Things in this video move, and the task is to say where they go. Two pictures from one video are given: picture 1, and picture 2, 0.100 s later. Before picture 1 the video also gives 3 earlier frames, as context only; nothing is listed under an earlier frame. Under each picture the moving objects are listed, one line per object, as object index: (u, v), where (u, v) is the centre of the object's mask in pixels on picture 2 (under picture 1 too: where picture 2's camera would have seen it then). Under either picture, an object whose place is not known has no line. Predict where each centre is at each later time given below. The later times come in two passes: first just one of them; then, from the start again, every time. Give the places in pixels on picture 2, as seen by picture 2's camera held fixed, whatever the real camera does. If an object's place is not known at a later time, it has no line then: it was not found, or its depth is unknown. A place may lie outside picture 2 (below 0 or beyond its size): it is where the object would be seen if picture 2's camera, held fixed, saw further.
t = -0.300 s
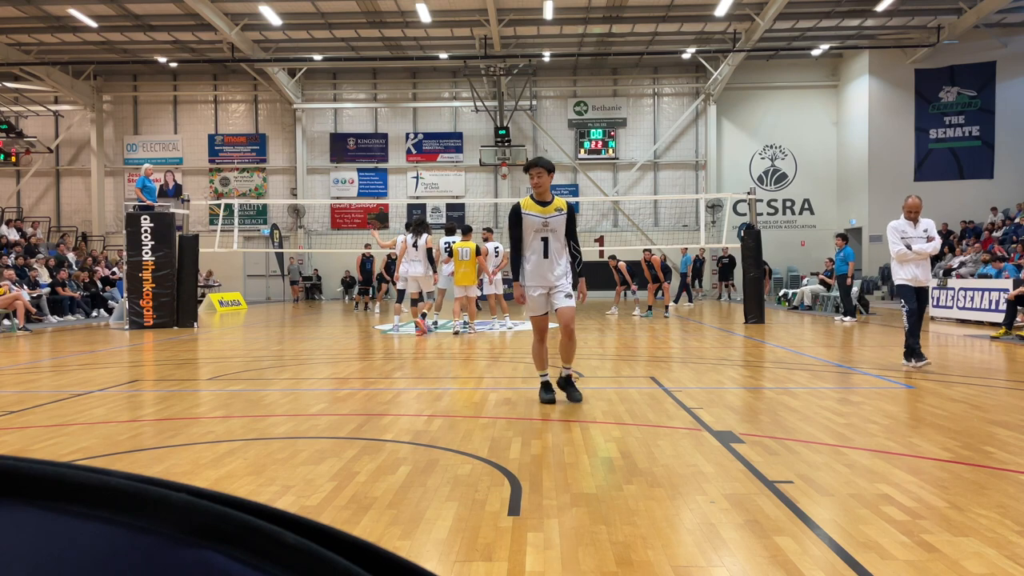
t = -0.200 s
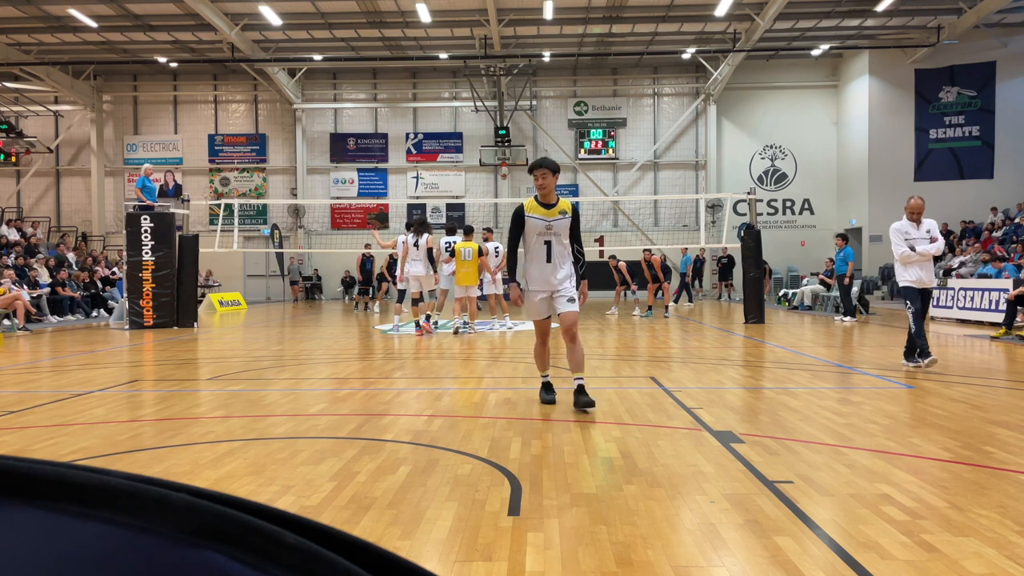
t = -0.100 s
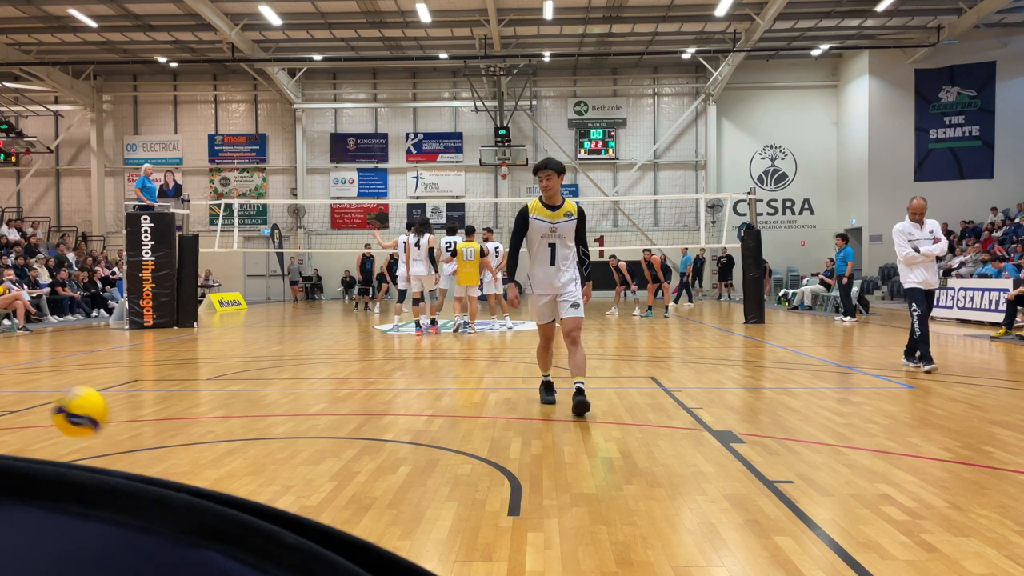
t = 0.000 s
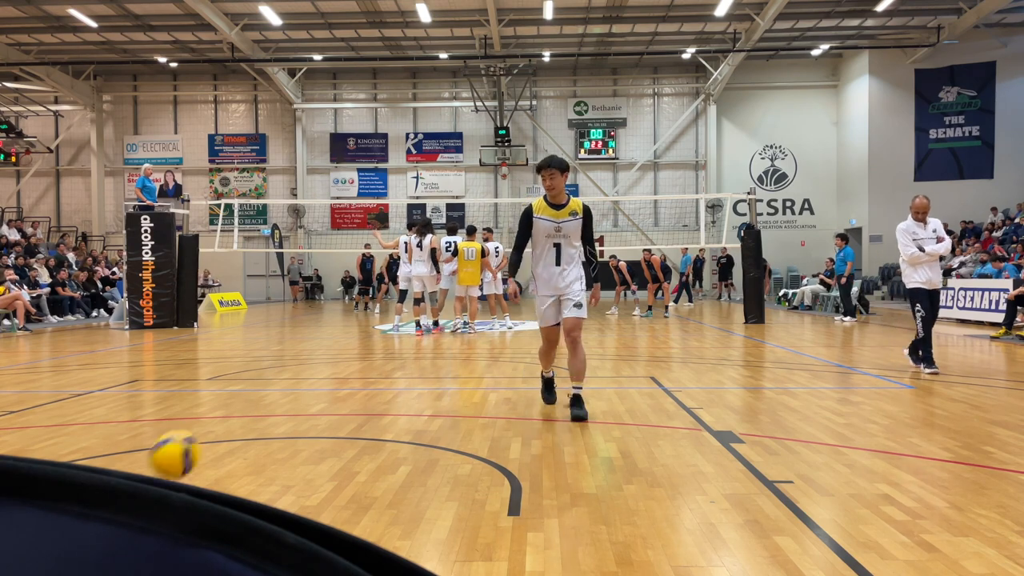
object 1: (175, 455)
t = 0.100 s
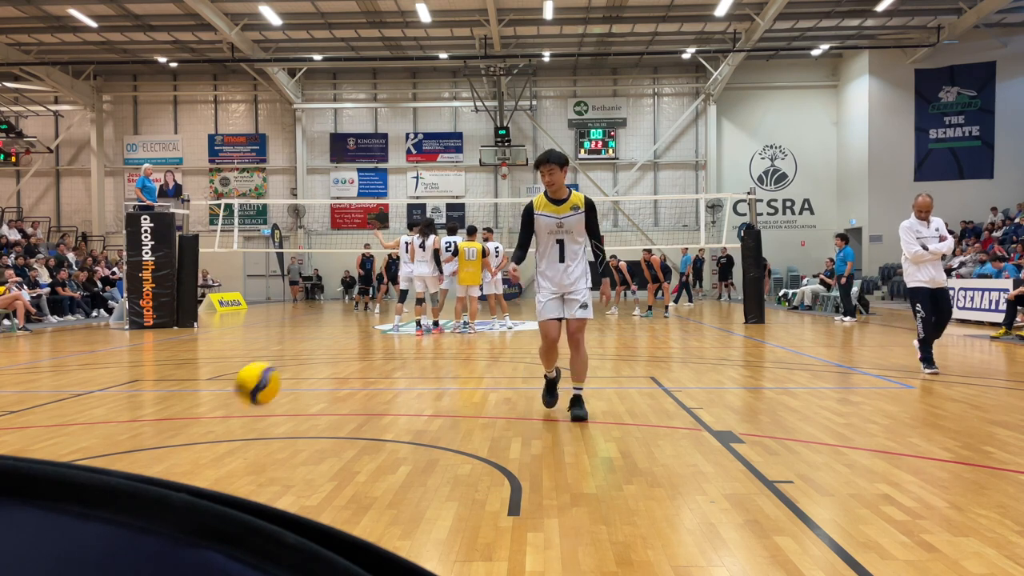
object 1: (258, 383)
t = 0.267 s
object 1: (373, 323)
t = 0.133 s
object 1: (283, 366)
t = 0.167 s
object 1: (306, 351)
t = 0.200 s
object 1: (330, 340)
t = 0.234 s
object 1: (352, 330)
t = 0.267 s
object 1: (373, 323)
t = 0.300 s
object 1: (393, 320)
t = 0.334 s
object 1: (411, 317)
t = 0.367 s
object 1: (432, 317)
